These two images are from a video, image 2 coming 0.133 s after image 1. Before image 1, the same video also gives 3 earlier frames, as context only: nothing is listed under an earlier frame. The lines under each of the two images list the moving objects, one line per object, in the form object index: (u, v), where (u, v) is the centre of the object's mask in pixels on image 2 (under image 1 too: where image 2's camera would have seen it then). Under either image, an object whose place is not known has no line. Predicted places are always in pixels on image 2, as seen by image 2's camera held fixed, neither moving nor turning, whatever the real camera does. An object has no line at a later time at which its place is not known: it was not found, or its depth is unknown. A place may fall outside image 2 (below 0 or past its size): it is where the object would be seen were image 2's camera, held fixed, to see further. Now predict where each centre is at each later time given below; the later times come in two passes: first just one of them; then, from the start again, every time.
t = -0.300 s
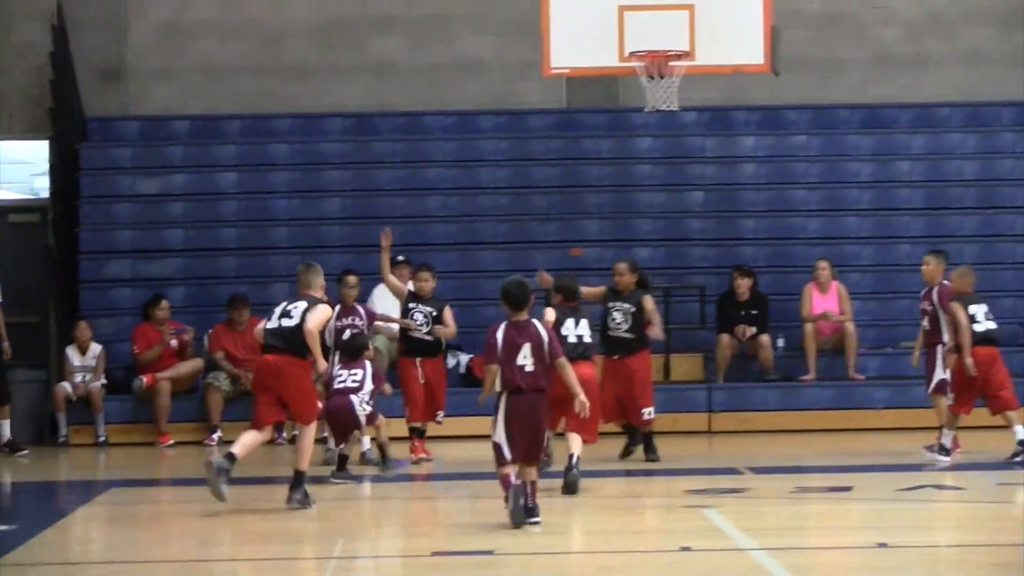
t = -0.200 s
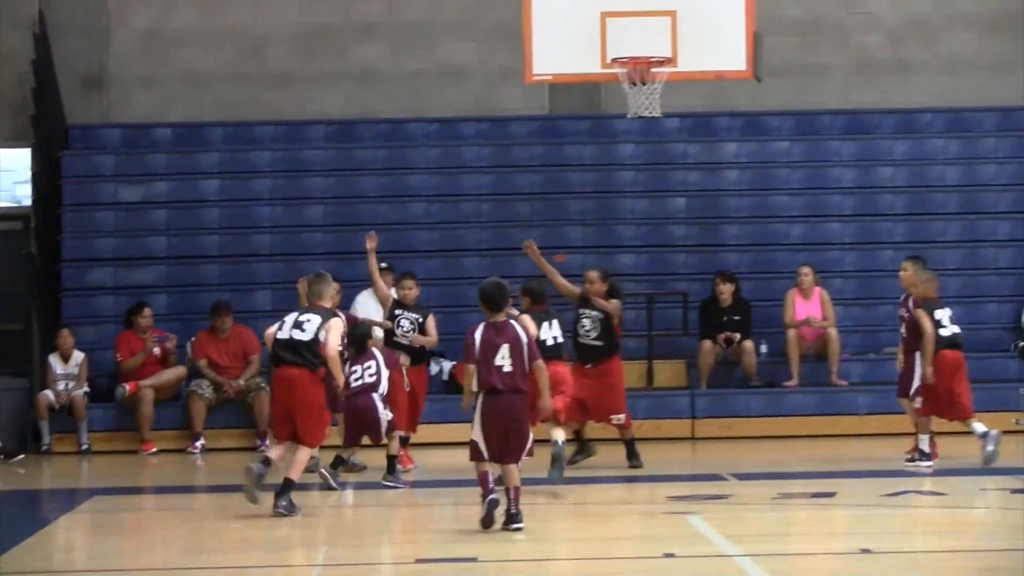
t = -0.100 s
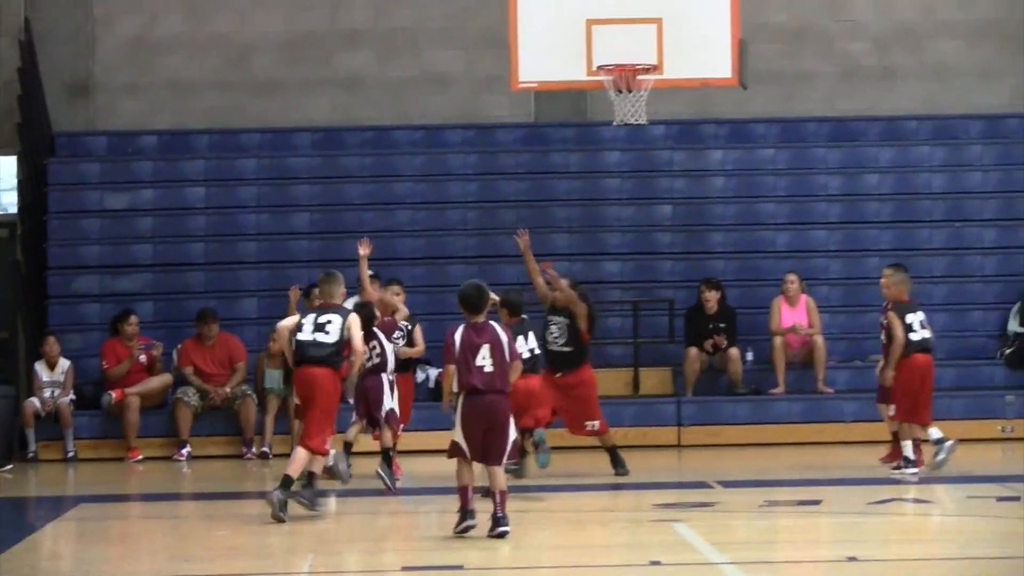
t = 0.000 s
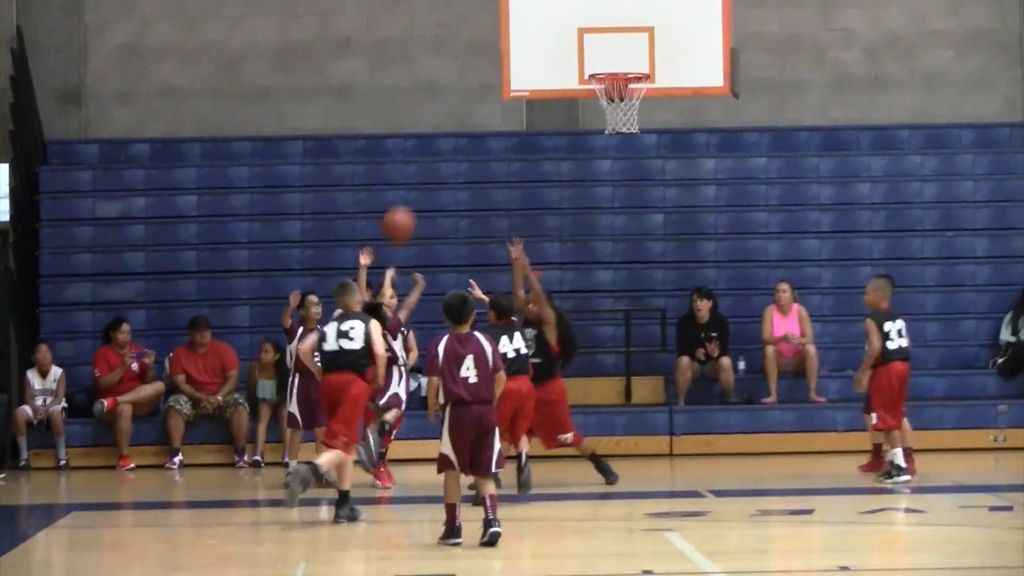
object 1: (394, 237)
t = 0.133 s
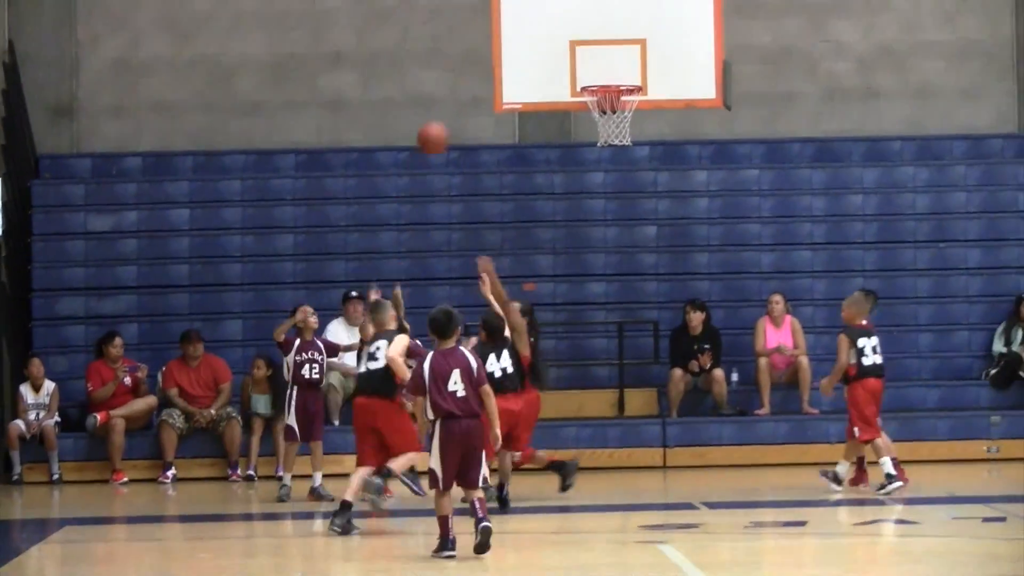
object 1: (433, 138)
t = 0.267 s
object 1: (470, 66)
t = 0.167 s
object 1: (443, 117)
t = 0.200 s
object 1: (452, 99)
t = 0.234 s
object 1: (461, 81)
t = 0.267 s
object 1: (470, 66)
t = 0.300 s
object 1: (480, 52)
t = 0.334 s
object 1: (489, 41)
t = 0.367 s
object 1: (497, 30)
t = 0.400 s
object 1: (507, 19)
